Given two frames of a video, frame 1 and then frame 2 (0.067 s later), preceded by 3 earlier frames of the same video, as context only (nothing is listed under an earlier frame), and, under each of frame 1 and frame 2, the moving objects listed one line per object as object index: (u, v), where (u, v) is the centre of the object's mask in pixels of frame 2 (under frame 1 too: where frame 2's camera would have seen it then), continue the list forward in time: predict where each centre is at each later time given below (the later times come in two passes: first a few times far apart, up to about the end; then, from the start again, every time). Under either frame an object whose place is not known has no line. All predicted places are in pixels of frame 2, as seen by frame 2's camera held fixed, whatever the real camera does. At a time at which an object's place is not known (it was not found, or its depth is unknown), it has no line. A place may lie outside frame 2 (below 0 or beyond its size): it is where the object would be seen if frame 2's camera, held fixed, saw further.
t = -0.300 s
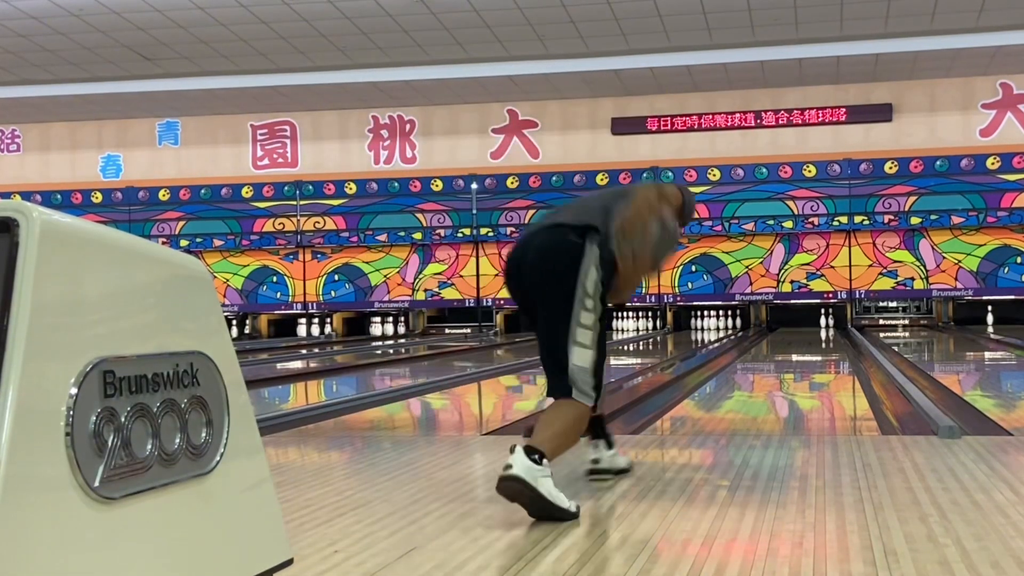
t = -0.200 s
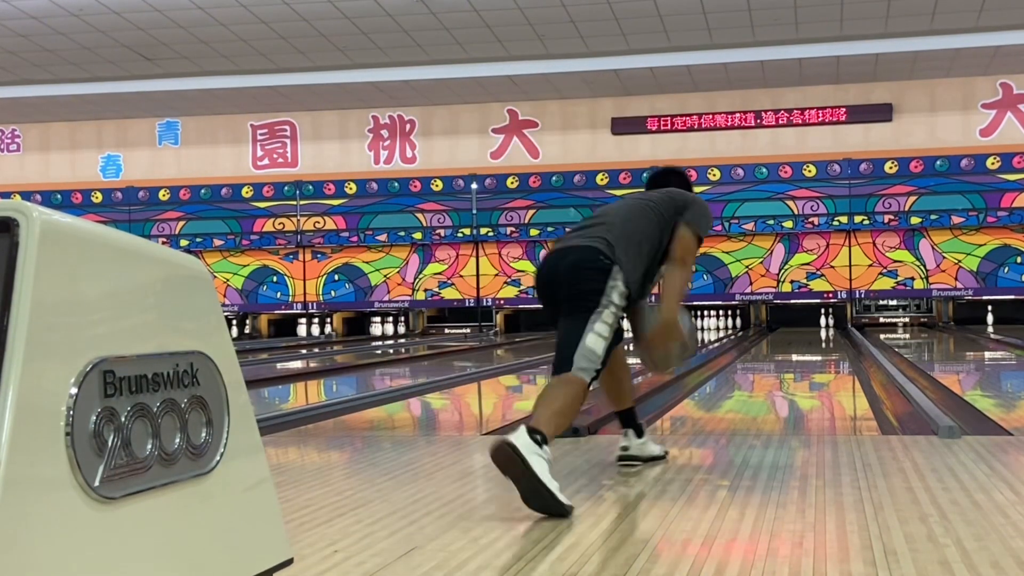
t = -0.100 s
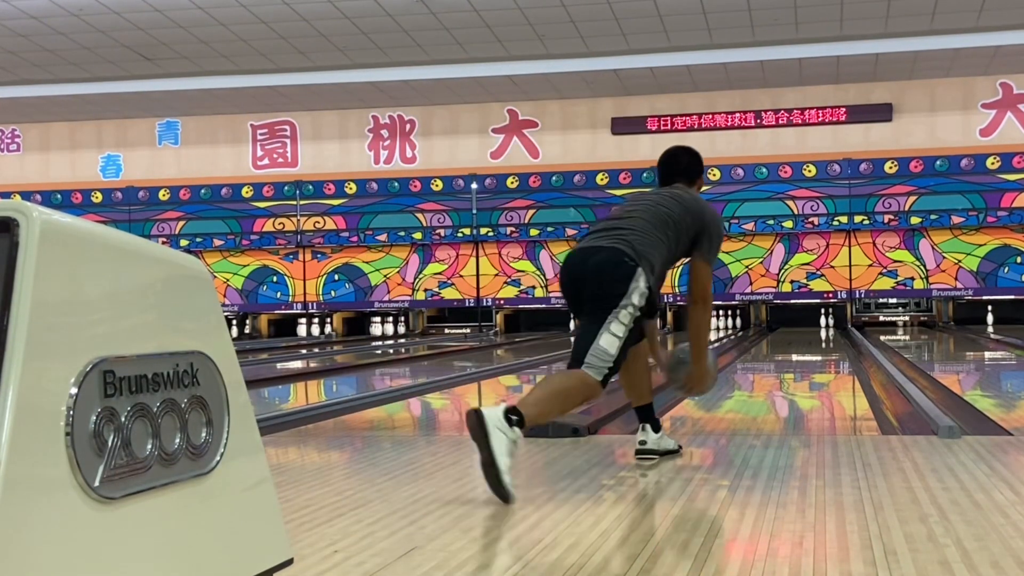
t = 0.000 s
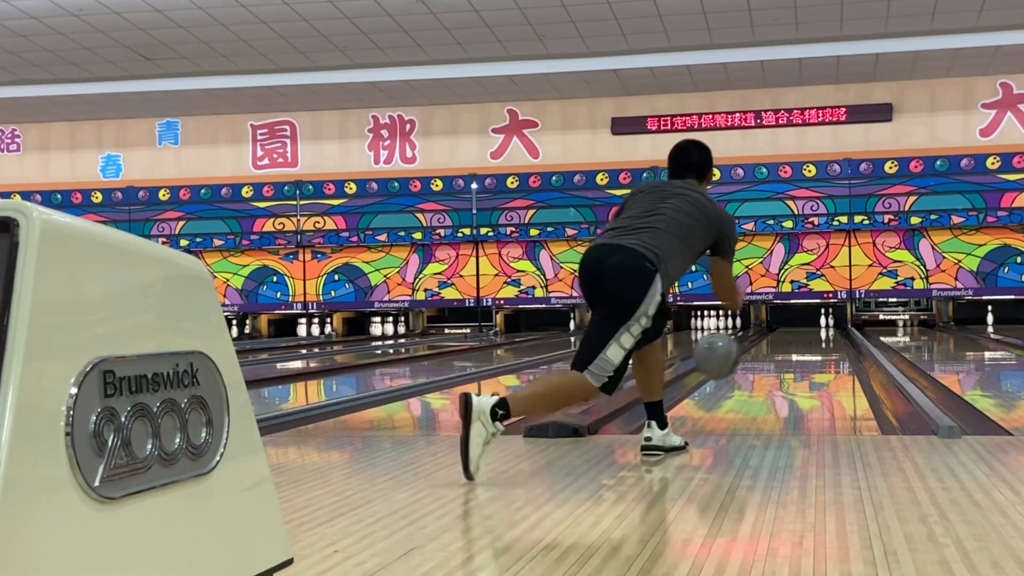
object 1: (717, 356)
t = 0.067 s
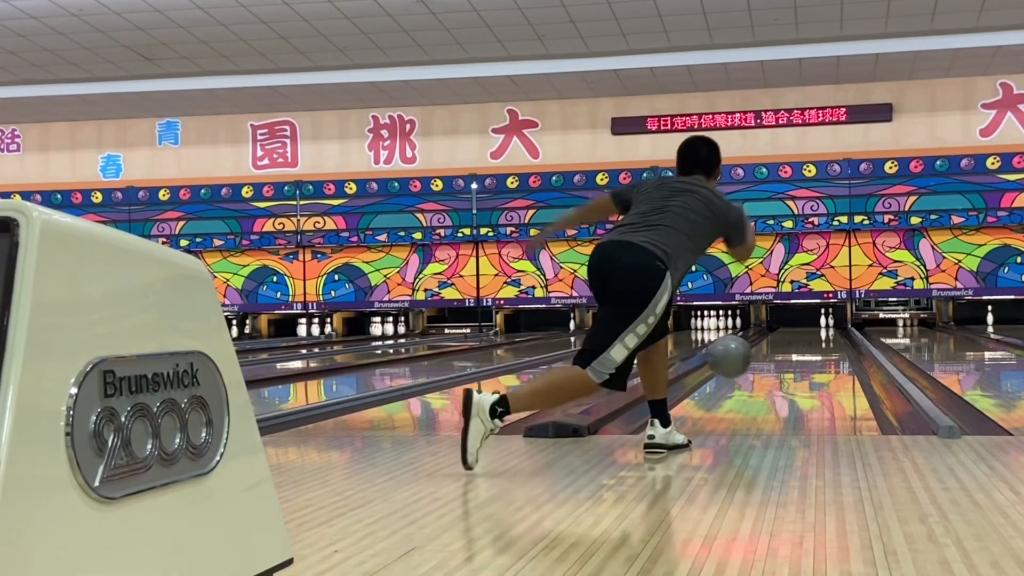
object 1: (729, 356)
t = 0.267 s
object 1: (759, 378)
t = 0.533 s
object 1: (783, 362)
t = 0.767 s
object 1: (798, 352)
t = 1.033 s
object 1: (809, 344)
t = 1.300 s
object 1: (817, 338)
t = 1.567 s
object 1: (822, 332)
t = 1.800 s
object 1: (826, 330)
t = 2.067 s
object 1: (829, 326)
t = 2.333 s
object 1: (830, 324)
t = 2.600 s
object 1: (829, 323)
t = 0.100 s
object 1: (735, 360)
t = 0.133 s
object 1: (741, 364)
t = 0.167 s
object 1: (746, 372)
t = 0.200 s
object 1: (751, 379)
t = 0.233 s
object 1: (756, 379)
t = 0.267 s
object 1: (759, 378)
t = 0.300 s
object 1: (763, 375)
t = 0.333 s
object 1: (767, 374)
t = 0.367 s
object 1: (769, 371)
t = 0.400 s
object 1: (774, 369)
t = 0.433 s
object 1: (776, 367)
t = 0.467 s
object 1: (779, 365)
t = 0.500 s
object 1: (781, 364)
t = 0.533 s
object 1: (783, 362)
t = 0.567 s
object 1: (785, 360)
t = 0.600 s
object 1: (788, 359)
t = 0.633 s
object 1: (790, 357)
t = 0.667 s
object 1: (792, 356)
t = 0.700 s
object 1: (794, 355)
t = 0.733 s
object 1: (796, 353)
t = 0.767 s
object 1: (798, 352)
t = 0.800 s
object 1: (799, 350)
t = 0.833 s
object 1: (801, 349)
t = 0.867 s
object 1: (802, 348)
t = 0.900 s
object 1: (803, 347)
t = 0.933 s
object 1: (805, 346)
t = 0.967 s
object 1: (806, 345)
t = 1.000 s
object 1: (808, 344)
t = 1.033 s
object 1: (809, 344)
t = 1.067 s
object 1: (810, 343)
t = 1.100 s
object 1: (810, 342)
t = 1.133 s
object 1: (811, 341)
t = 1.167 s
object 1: (813, 340)
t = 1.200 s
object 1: (813, 340)
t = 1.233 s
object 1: (814, 339)
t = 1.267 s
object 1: (815, 338)
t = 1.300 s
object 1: (817, 338)
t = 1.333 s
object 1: (818, 337)
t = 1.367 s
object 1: (818, 336)
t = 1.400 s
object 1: (819, 336)
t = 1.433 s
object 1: (819, 335)
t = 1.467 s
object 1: (820, 334)
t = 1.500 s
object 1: (820, 334)
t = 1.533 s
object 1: (822, 333)
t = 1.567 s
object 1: (822, 332)
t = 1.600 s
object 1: (823, 332)
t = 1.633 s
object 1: (823, 332)
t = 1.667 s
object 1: (824, 331)
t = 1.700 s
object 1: (825, 331)
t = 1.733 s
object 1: (825, 330)
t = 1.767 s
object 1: (826, 330)
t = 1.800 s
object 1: (826, 330)
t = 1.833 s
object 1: (827, 329)
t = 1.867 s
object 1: (827, 329)
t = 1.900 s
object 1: (828, 328)
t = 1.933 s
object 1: (828, 328)
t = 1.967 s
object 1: (828, 327)
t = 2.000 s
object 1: (828, 327)
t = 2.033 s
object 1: (829, 327)
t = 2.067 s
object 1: (829, 326)
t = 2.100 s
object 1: (829, 326)
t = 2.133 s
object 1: (829, 326)
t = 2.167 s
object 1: (829, 326)
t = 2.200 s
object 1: (830, 325)
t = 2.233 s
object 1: (830, 325)
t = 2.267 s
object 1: (830, 325)
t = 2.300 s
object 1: (830, 324)
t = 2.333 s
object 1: (830, 324)
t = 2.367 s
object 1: (830, 324)
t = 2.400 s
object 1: (830, 323)
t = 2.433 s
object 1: (830, 323)
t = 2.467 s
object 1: (829, 323)
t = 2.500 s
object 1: (829, 323)
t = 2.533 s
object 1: (829, 323)
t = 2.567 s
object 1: (829, 323)
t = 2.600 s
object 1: (829, 323)
